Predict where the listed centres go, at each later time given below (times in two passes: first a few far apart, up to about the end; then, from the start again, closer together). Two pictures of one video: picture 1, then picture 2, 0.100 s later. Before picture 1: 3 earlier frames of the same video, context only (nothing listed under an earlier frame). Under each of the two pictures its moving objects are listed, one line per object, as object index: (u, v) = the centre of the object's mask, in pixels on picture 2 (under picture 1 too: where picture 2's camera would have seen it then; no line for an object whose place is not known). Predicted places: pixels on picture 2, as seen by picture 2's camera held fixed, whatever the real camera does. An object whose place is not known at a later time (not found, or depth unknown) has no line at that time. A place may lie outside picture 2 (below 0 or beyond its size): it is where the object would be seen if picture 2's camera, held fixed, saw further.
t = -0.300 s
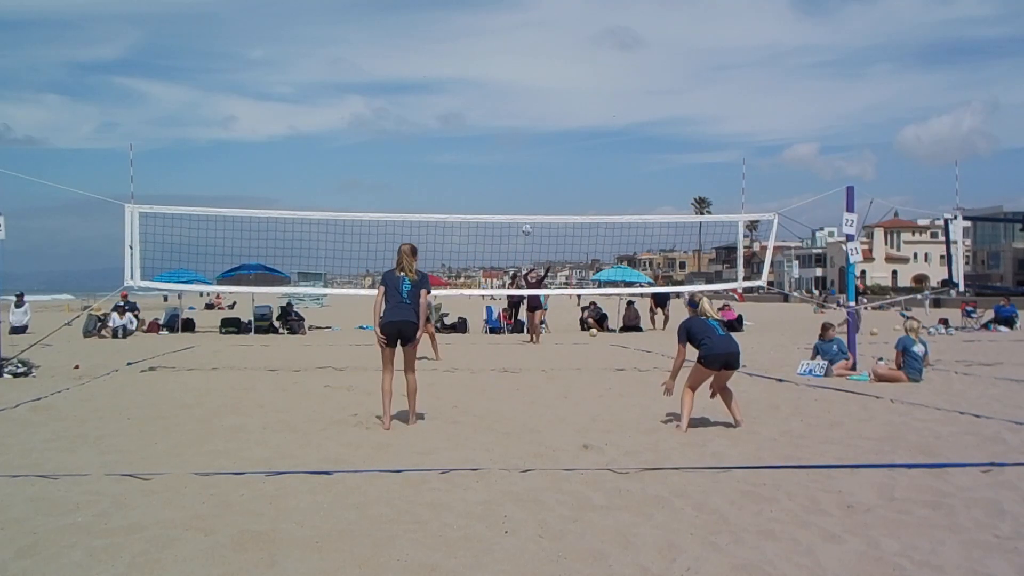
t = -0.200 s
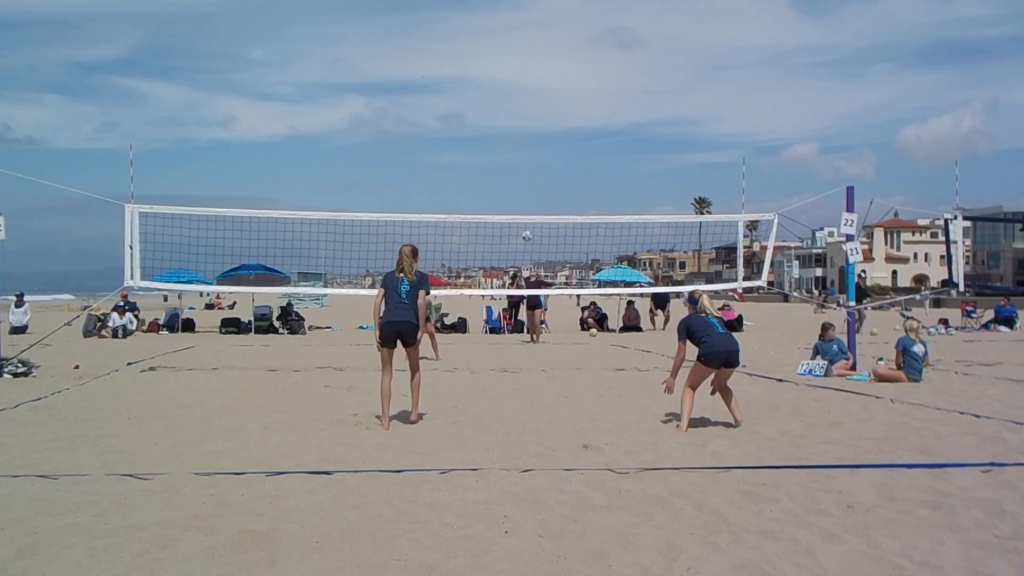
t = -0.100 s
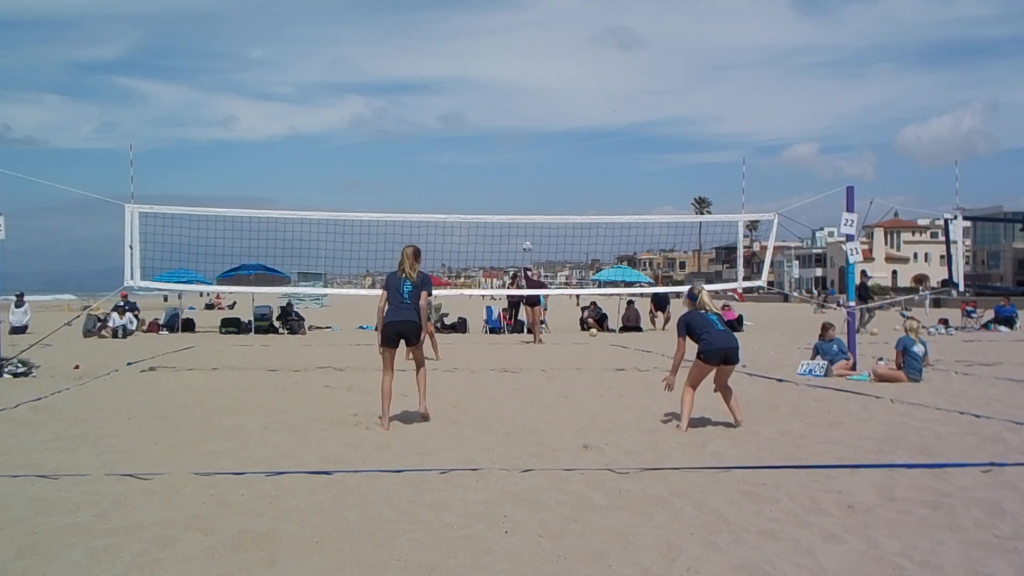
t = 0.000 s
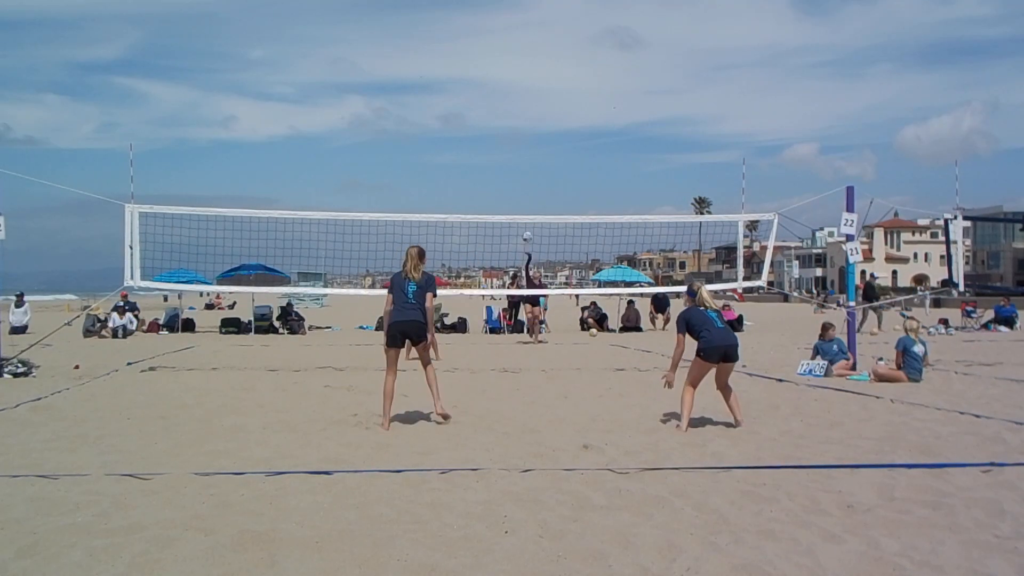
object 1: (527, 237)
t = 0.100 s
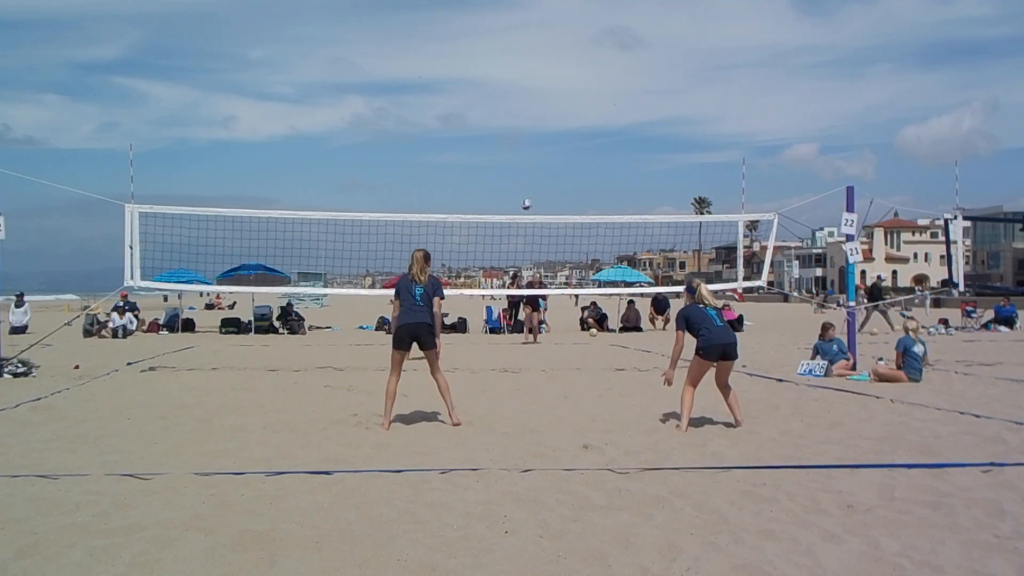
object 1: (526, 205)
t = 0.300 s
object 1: (528, 144)
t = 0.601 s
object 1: (539, 76)
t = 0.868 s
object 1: (557, 55)
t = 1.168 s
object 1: (595, 116)
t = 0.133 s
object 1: (526, 194)
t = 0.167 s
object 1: (526, 184)
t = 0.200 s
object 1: (527, 174)
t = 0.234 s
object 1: (527, 164)
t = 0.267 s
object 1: (527, 154)
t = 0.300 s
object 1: (528, 144)
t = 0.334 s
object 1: (528, 135)
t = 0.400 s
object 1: (530, 117)
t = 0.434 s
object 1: (531, 109)
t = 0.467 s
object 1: (532, 101)
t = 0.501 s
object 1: (534, 94)
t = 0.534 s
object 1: (535, 88)
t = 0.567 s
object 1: (537, 81)
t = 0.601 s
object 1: (539, 76)
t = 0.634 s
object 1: (540, 71)
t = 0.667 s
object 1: (543, 67)
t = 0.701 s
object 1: (545, 63)
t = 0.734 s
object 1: (547, 60)
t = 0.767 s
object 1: (549, 57)
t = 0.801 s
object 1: (551, 55)
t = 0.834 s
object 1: (554, 55)
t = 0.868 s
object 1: (557, 55)
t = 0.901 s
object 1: (561, 56)
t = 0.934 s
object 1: (565, 59)
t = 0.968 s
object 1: (569, 63)
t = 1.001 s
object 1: (573, 68)
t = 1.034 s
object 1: (577, 74)
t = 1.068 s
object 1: (582, 82)
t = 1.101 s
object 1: (586, 92)
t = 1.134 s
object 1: (591, 103)
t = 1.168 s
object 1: (595, 116)
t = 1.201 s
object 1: (600, 130)
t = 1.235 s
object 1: (605, 147)
